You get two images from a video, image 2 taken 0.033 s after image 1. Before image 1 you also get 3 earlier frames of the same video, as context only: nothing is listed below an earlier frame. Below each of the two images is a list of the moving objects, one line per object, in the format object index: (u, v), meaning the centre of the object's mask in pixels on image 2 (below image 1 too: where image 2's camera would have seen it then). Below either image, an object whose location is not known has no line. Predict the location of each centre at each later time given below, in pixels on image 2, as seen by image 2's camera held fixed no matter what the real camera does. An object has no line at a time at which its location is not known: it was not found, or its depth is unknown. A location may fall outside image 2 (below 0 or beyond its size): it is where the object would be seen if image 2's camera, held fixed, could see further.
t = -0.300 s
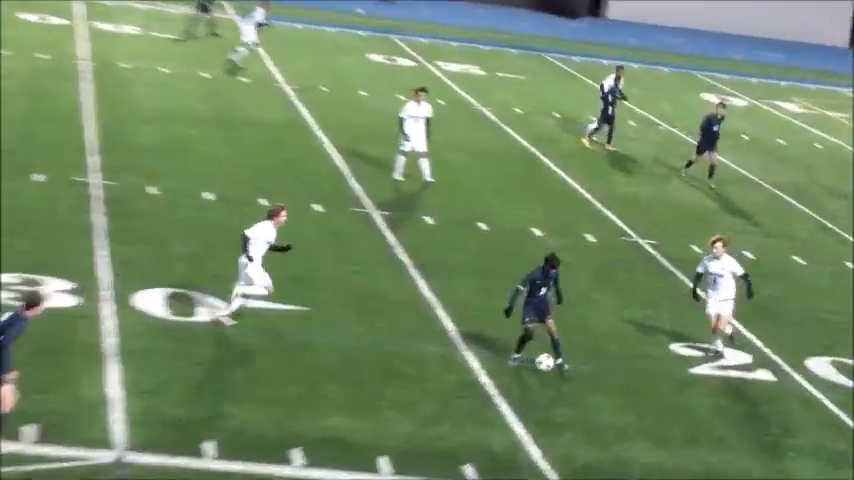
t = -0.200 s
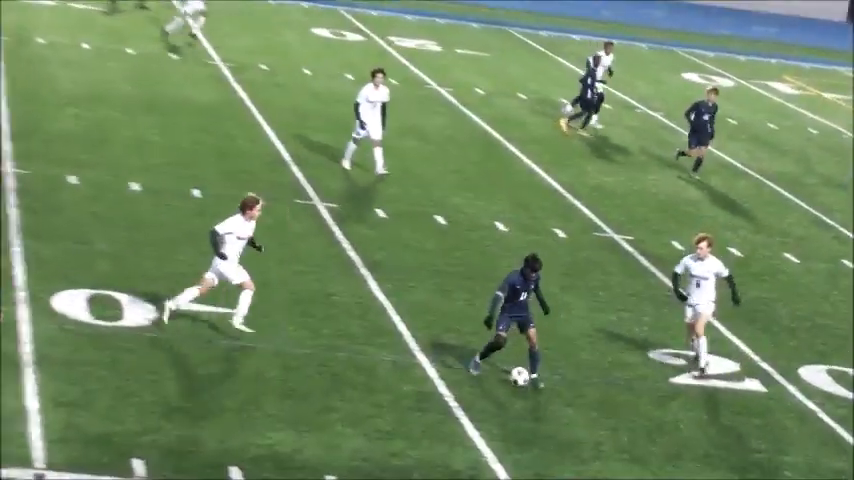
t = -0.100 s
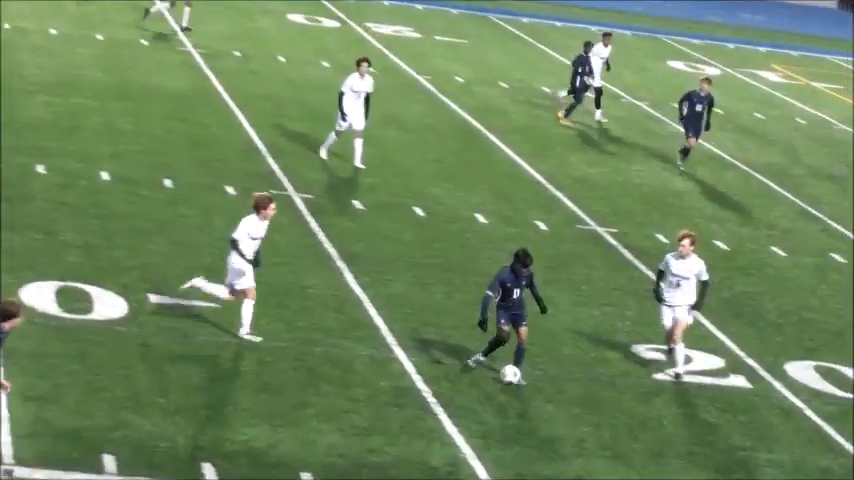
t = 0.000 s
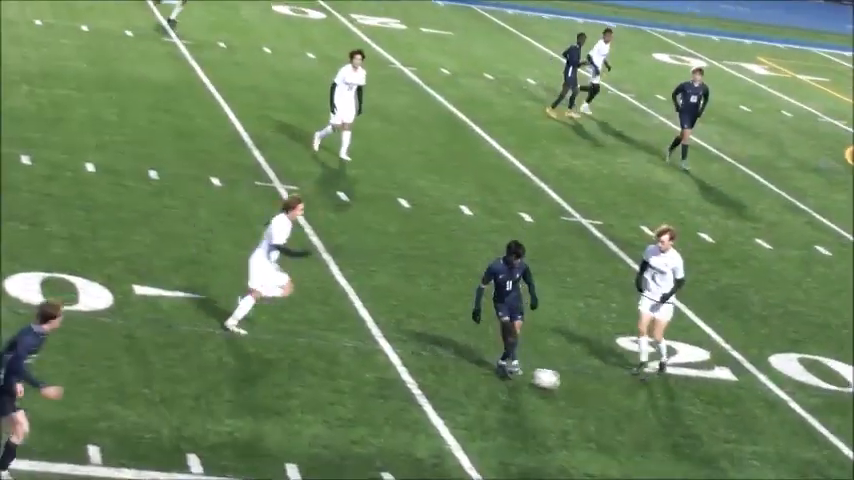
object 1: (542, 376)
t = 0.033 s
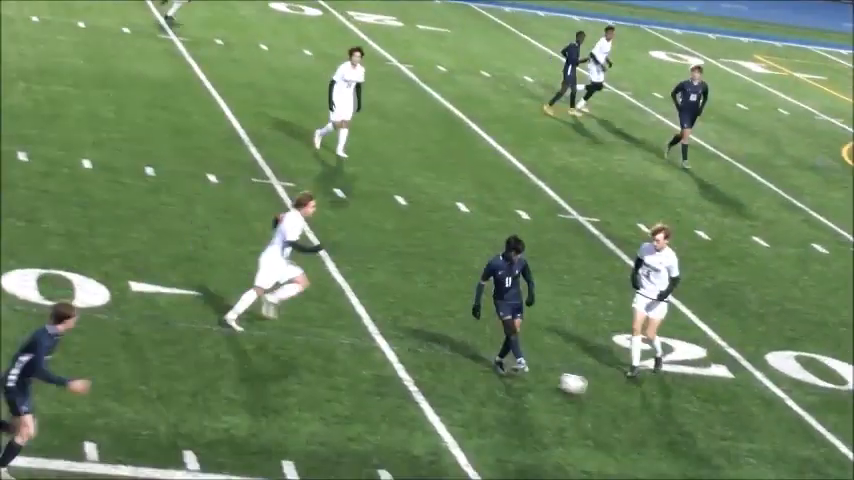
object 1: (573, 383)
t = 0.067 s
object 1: (602, 392)
